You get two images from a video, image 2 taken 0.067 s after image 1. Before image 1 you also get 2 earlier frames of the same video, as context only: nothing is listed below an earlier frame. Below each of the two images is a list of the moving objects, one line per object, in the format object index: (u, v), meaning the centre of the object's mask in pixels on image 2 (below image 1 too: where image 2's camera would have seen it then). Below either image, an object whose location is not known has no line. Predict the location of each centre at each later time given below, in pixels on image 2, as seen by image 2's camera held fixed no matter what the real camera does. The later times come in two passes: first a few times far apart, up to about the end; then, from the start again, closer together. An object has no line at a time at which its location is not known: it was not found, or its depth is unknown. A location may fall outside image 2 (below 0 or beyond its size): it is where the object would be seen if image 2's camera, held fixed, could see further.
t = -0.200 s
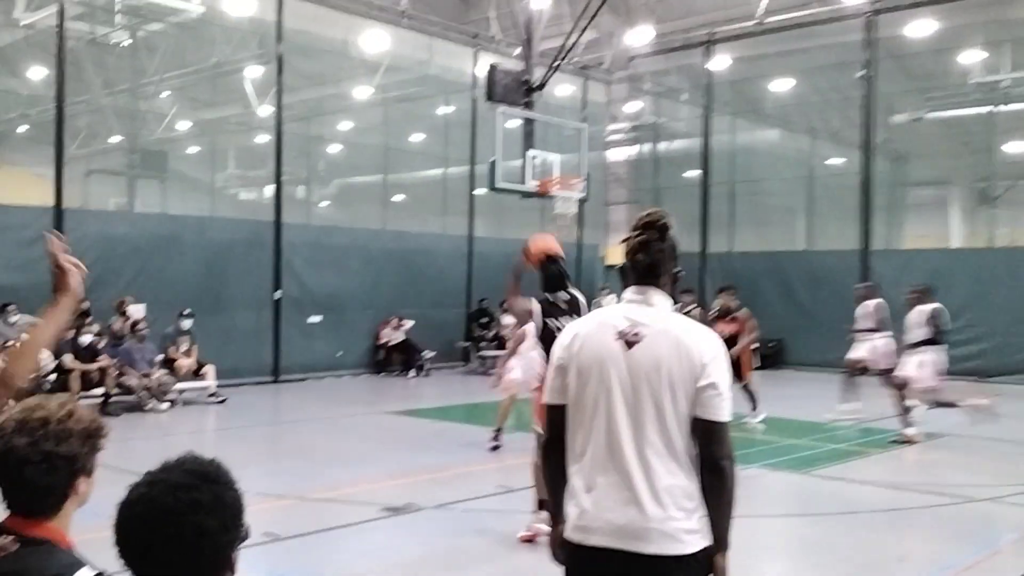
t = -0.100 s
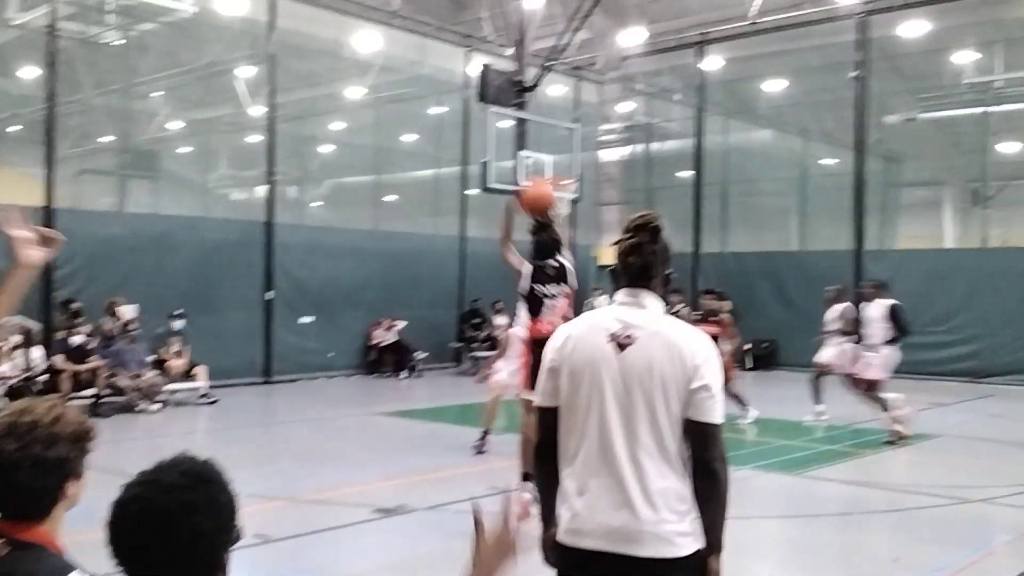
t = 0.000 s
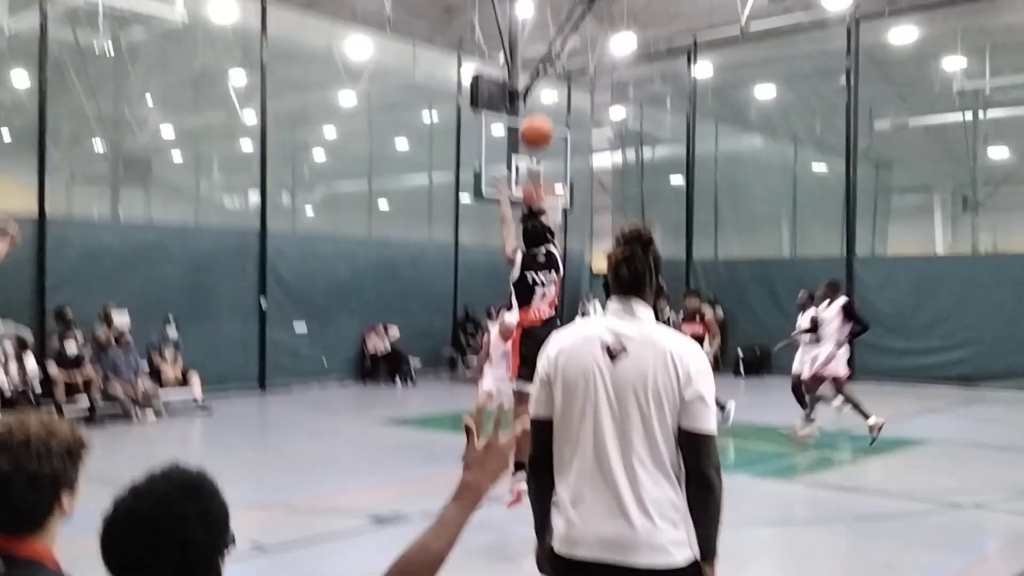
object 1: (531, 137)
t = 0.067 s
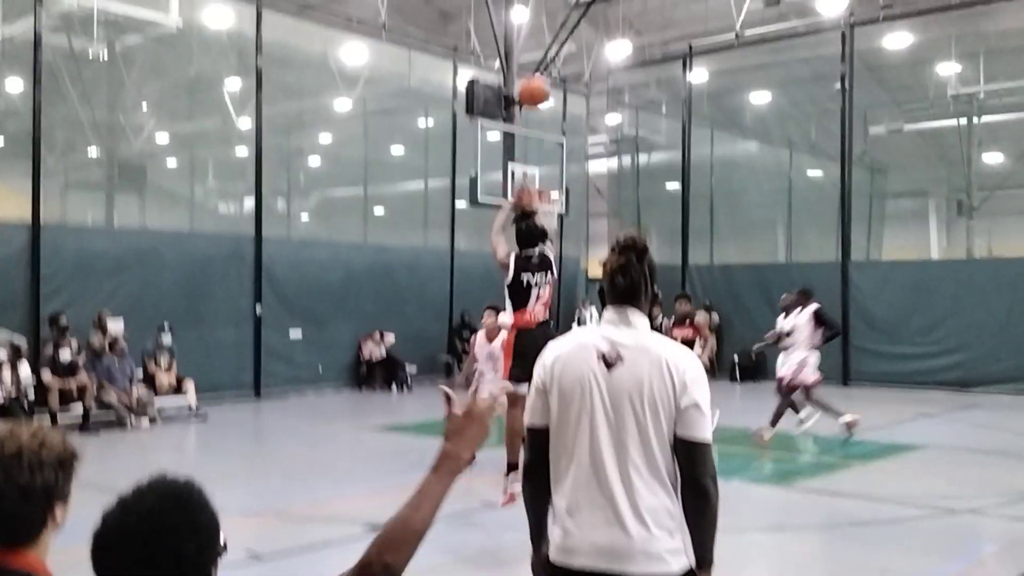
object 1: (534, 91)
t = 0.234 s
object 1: (539, 16)
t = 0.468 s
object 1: (543, -20)
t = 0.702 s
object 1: (547, 0)
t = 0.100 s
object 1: (535, 73)
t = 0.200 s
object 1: (538, 27)
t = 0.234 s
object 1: (539, 16)
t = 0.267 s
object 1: (539, 6)
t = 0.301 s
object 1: (539, -2)
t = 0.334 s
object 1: (540, -8)
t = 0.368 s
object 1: (541, -13)
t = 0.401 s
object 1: (542, -17)
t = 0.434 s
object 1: (542, -19)
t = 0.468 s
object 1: (543, -20)
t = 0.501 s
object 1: (543, -20)
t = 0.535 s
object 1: (544, -19)
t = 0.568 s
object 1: (544, -17)
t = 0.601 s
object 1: (545, -14)
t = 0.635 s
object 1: (546, -10)
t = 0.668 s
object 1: (546, -6)
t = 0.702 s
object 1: (547, 0)
